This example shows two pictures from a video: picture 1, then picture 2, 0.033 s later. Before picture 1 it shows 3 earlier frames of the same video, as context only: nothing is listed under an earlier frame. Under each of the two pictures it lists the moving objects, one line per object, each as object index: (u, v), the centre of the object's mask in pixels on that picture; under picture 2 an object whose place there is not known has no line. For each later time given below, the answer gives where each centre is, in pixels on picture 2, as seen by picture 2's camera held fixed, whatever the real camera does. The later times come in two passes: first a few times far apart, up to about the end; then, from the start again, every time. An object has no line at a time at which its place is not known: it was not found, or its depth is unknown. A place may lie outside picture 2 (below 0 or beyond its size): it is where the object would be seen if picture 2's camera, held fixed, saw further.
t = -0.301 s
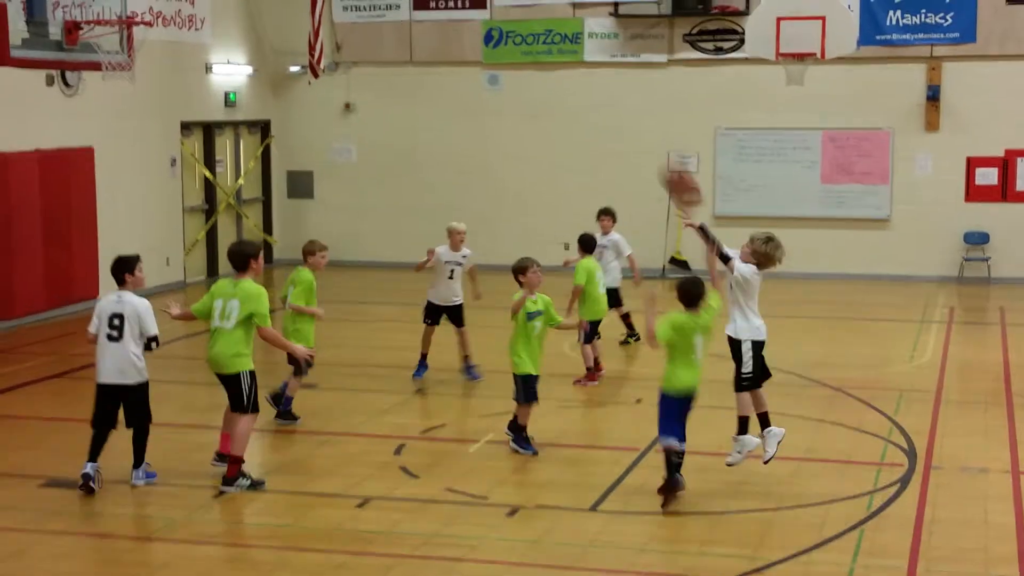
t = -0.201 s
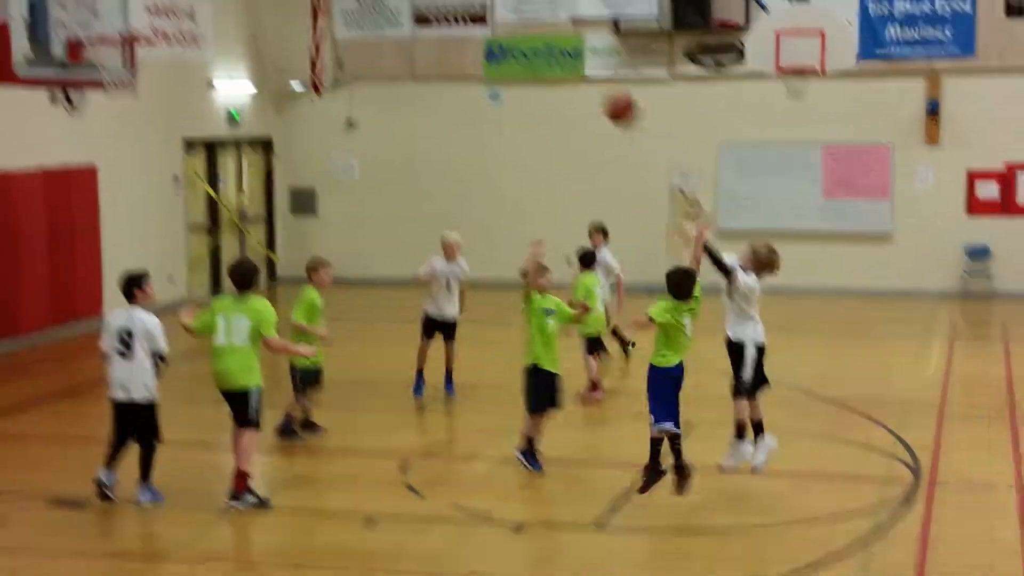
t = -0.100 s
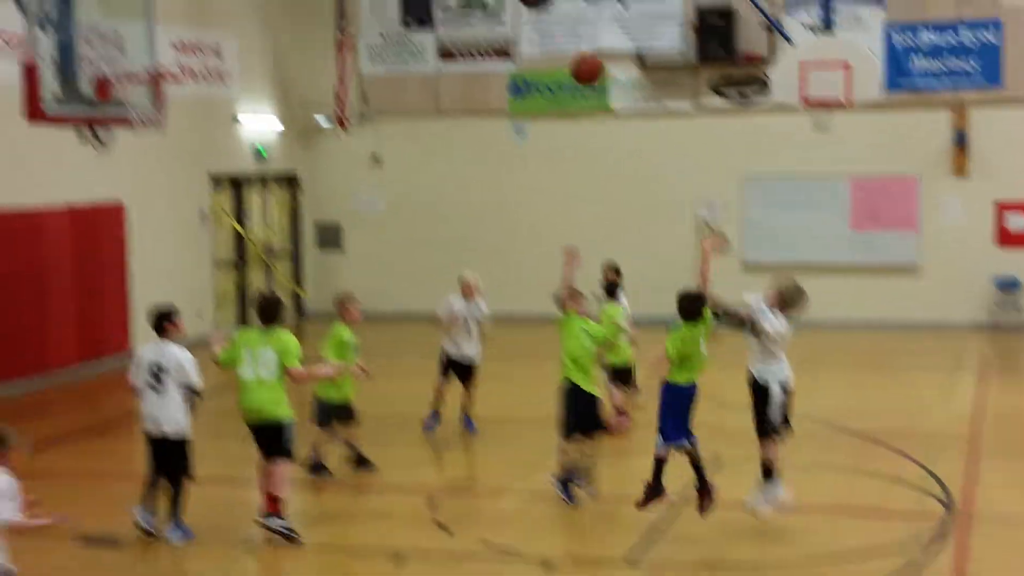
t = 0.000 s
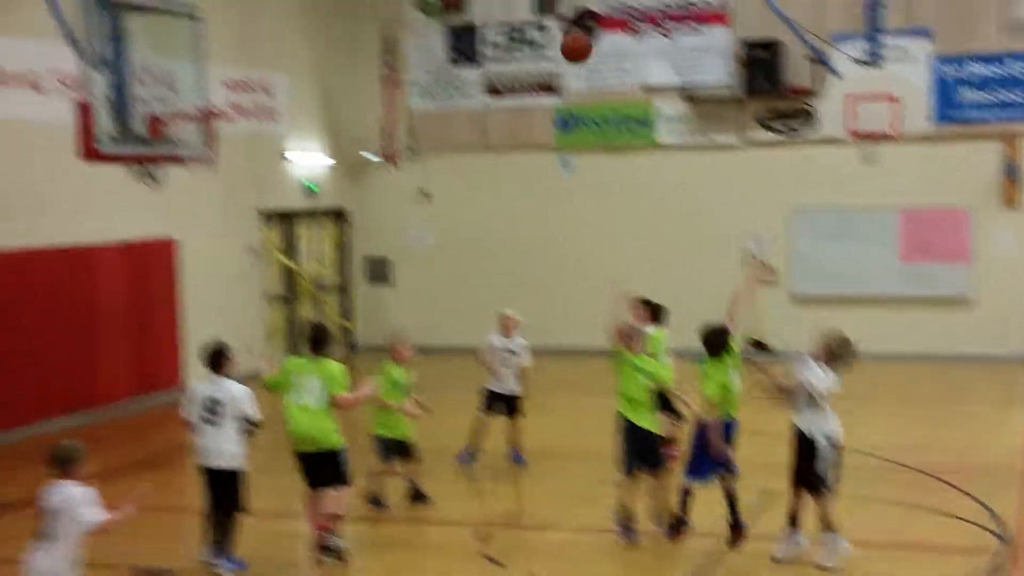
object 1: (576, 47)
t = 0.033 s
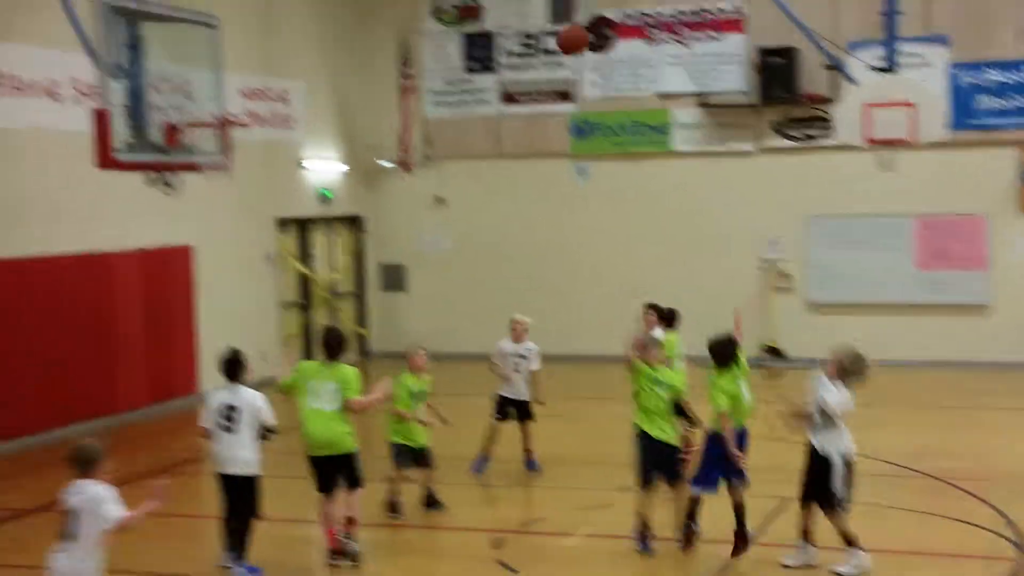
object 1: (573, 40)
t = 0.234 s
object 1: (469, -7)
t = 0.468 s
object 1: (353, -9)
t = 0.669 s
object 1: (264, 51)
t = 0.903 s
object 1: (229, 158)
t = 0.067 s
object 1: (555, 26)
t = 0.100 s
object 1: (536, 15)
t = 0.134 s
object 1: (519, 5)
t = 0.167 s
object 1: (502, -1)
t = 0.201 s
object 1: (484, -5)
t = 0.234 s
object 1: (469, -7)
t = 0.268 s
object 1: (452, -10)
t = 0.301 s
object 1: (435, -12)
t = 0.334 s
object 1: (418, -14)
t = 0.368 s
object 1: (402, -15)
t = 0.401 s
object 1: (385, -17)
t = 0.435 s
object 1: (369, -14)
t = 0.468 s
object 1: (353, -9)
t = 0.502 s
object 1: (336, -4)
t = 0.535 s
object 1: (325, 7)
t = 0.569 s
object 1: (309, 16)
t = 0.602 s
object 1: (293, 27)
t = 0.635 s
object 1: (278, 39)
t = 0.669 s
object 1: (264, 51)
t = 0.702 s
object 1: (248, 65)
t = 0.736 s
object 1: (234, 79)
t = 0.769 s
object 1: (218, 97)
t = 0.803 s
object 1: (204, 118)
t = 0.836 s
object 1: (205, 136)
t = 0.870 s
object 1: (220, 148)
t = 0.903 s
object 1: (229, 158)
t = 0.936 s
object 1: (237, 155)
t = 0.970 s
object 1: (239, 151)
